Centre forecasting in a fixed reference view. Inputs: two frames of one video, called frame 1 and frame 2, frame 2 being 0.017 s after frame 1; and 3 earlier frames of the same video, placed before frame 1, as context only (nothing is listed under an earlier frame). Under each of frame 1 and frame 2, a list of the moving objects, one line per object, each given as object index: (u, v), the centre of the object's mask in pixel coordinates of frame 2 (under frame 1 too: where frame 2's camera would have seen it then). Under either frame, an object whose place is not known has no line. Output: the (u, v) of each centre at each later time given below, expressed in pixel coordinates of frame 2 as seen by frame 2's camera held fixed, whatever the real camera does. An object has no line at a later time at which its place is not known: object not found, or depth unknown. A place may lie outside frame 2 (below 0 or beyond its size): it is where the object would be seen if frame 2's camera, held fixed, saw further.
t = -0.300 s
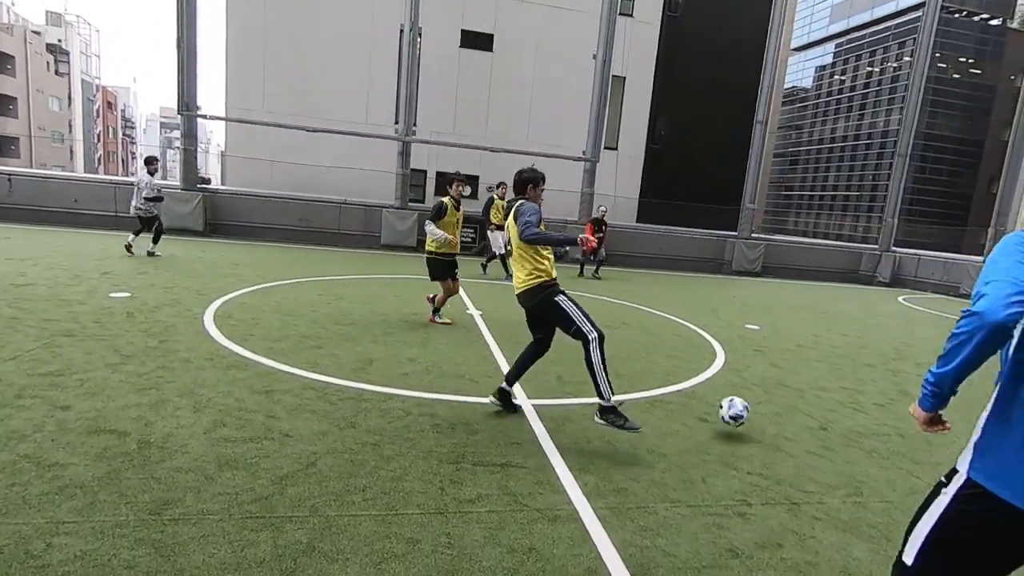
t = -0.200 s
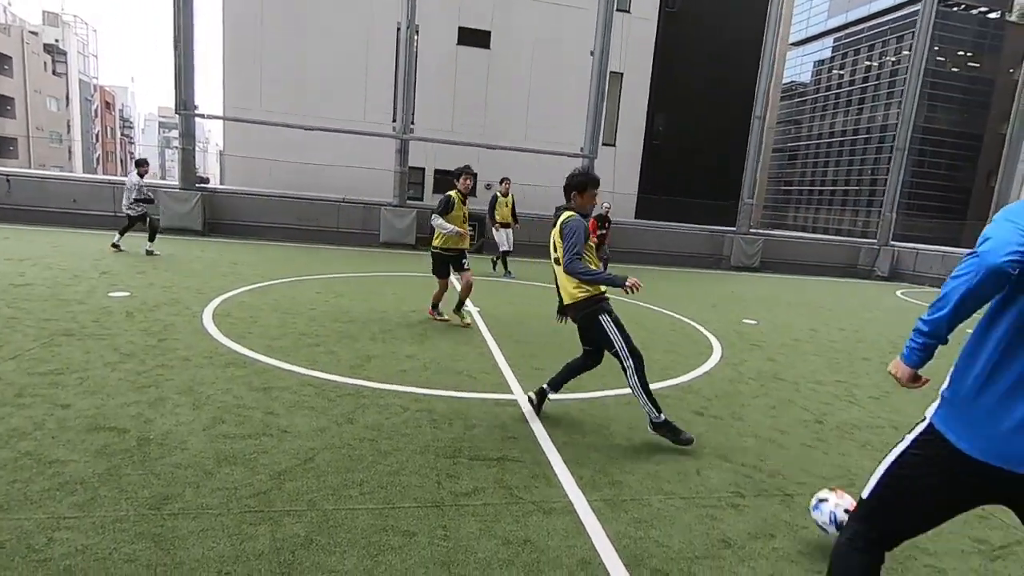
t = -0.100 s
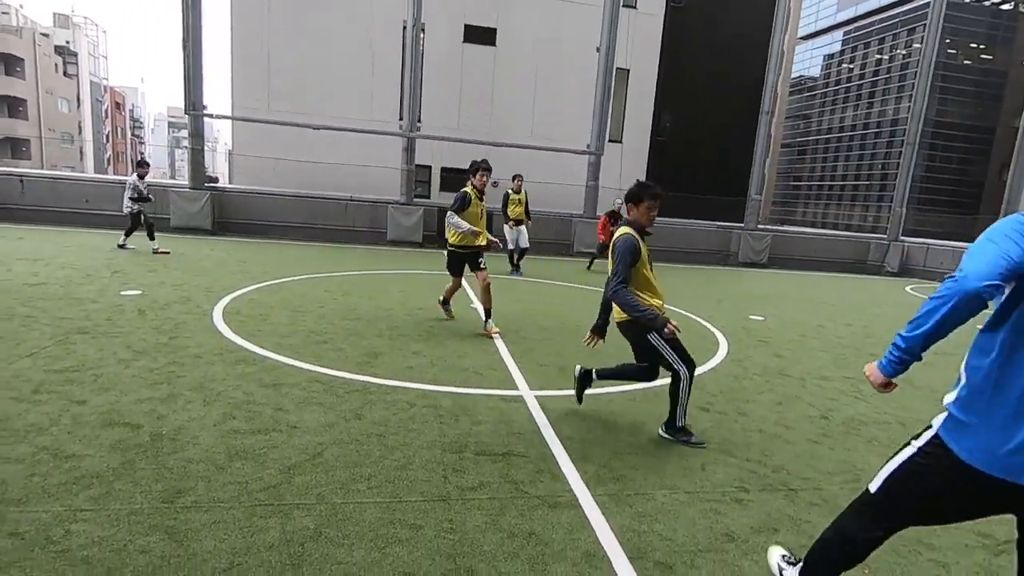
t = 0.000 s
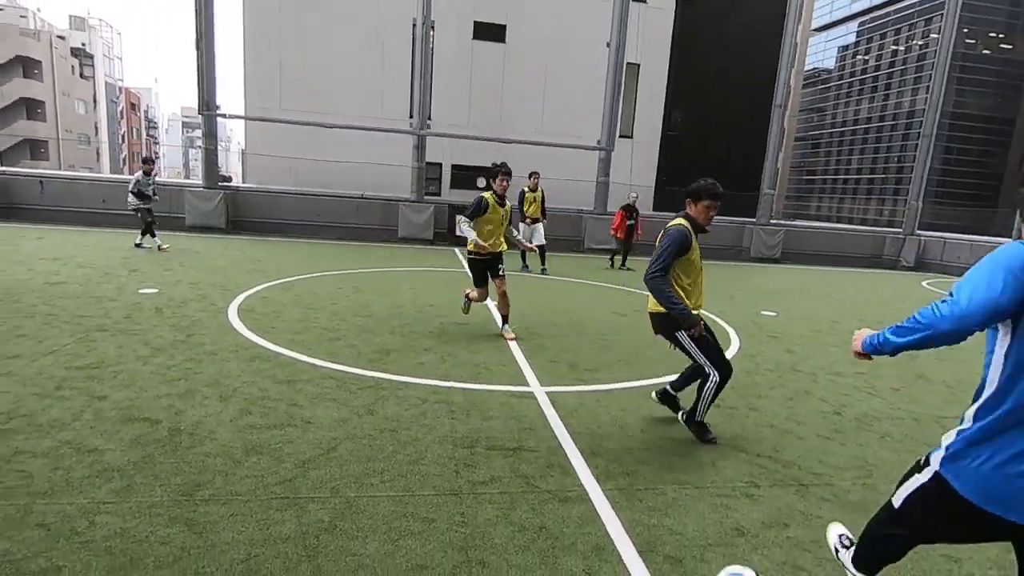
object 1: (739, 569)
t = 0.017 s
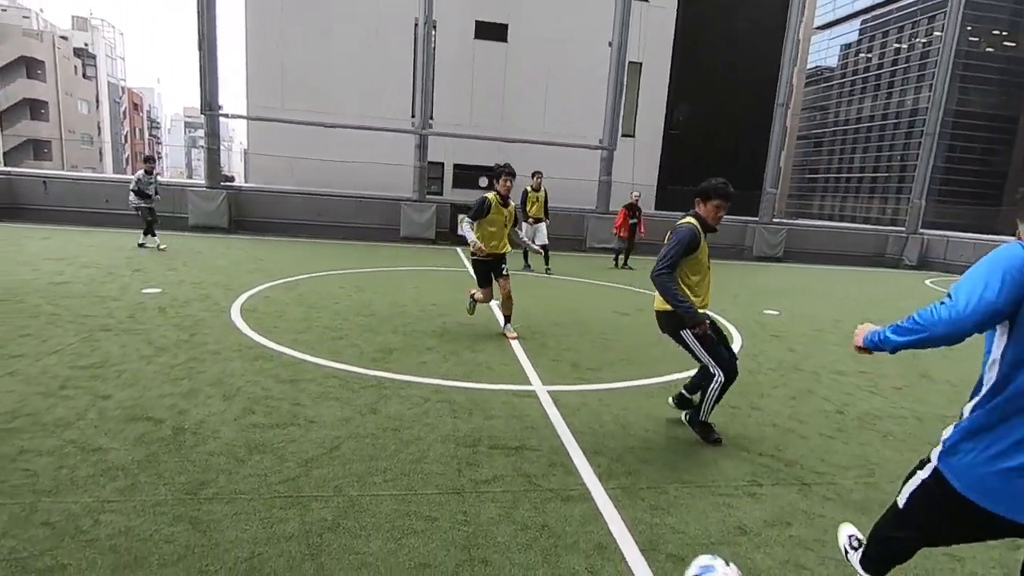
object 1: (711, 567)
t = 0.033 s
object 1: (683, 564)
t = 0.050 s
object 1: (656, 561)
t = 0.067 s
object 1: (629, 559)
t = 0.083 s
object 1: (603, 556)
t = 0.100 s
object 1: (578, 552)
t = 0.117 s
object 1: (553, 548)
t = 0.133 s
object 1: (530, 544)
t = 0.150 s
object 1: (509, 537)
